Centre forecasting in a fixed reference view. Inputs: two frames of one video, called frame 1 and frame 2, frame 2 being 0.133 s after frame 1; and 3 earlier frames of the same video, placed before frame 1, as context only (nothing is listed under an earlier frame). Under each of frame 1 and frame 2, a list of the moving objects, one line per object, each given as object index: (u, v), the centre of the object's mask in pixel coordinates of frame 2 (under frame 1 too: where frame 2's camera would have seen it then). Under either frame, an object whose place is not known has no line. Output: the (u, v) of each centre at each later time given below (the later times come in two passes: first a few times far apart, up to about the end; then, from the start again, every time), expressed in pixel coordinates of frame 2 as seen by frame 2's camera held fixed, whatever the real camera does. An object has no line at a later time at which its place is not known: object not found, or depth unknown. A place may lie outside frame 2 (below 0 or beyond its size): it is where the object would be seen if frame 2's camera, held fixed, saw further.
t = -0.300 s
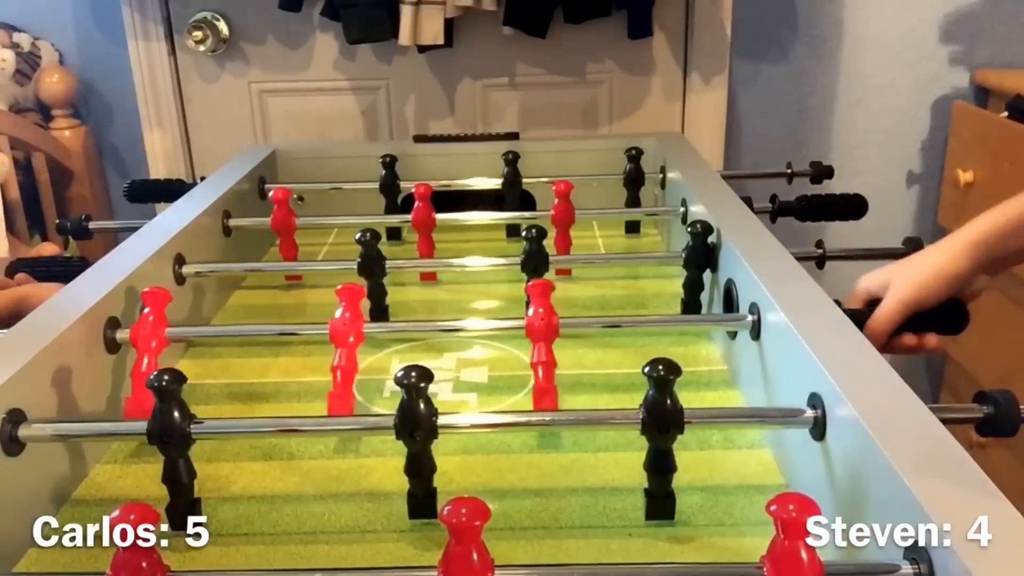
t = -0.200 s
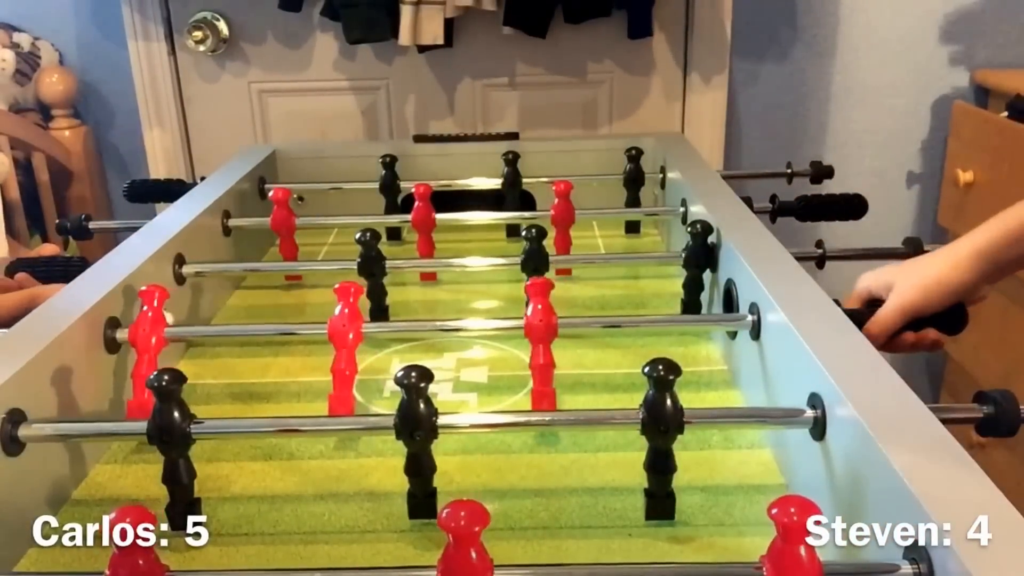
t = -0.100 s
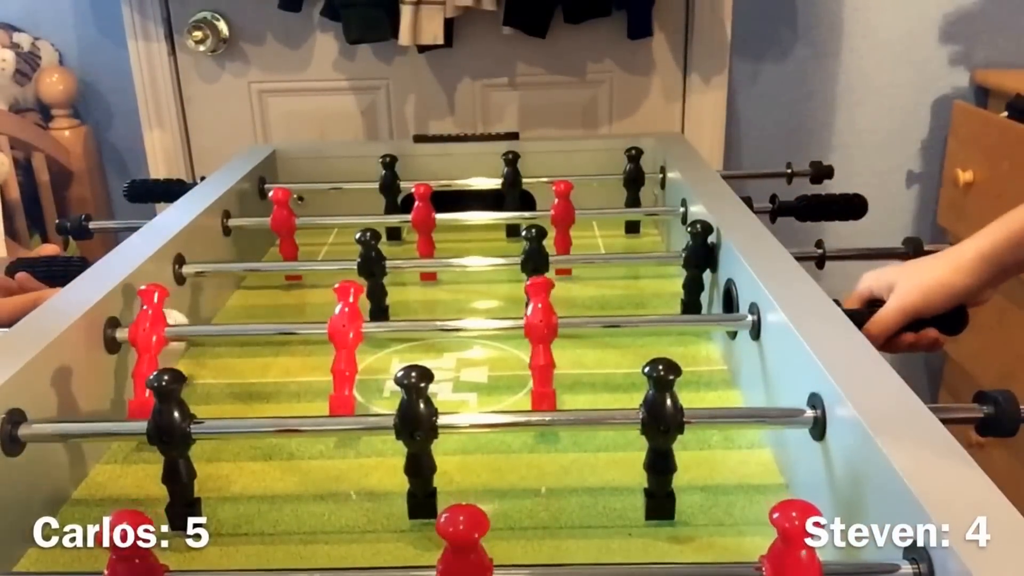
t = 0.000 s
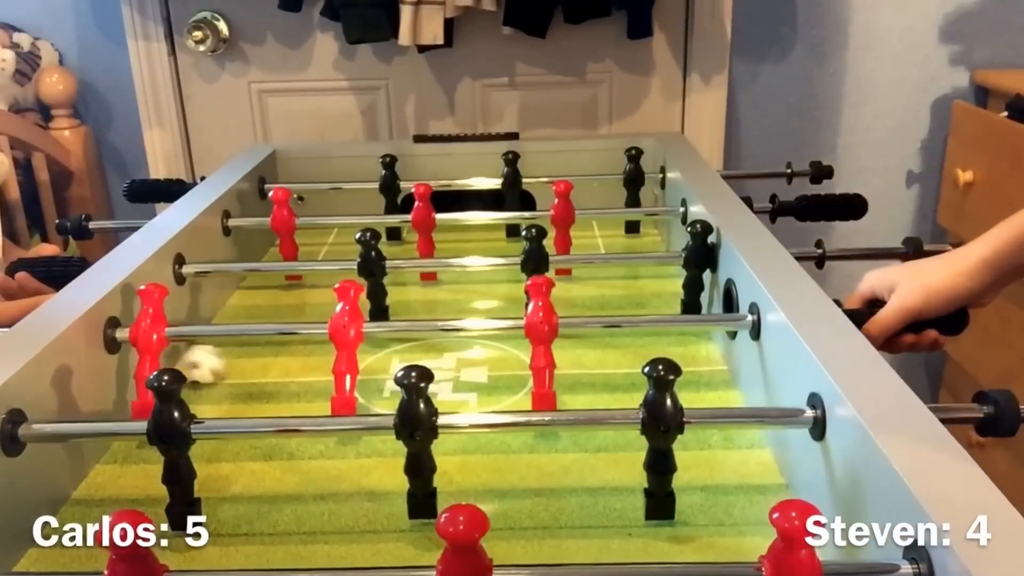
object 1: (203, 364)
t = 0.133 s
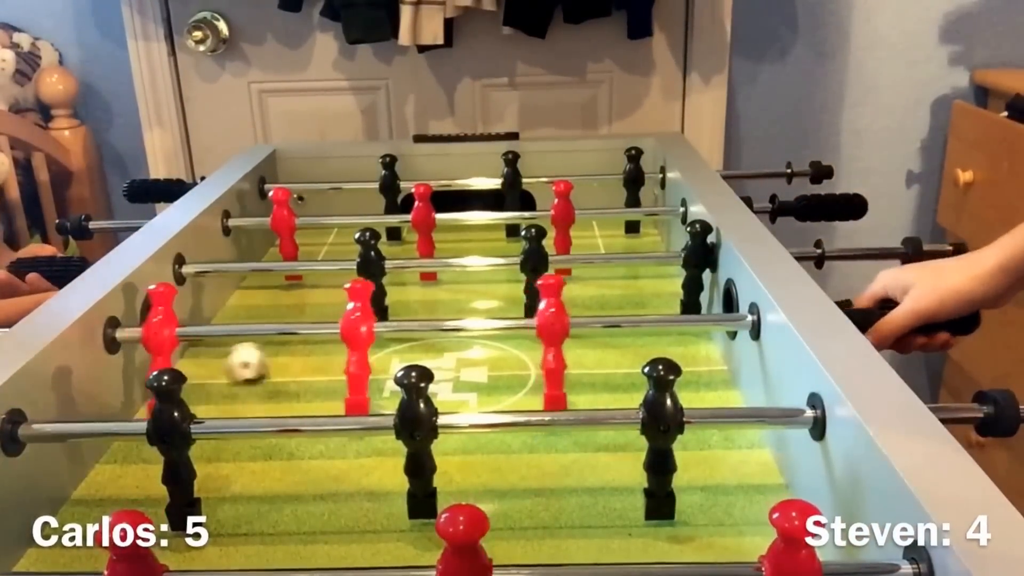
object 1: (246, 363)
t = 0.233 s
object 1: (279, 359)
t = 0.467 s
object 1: (355, 353)
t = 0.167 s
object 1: (257, 361)
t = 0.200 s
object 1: (268, 360)
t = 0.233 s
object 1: (279, 359)
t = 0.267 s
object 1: (291, 358)
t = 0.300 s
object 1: (301, 357)
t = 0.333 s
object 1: (312, 356)
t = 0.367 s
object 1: (323, 356)
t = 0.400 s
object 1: (333, 354)
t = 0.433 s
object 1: (345, 354)
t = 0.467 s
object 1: (355, 353)
